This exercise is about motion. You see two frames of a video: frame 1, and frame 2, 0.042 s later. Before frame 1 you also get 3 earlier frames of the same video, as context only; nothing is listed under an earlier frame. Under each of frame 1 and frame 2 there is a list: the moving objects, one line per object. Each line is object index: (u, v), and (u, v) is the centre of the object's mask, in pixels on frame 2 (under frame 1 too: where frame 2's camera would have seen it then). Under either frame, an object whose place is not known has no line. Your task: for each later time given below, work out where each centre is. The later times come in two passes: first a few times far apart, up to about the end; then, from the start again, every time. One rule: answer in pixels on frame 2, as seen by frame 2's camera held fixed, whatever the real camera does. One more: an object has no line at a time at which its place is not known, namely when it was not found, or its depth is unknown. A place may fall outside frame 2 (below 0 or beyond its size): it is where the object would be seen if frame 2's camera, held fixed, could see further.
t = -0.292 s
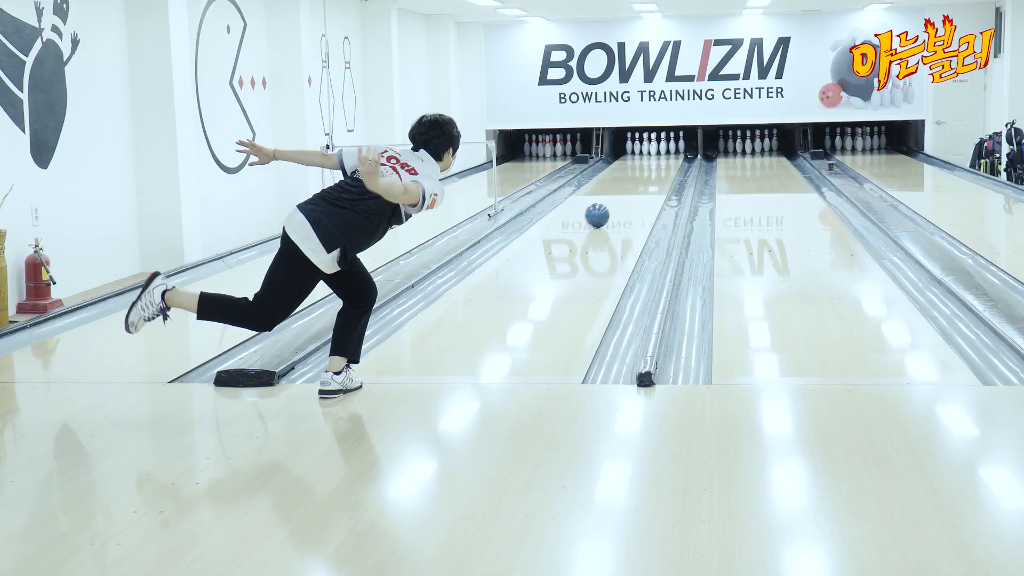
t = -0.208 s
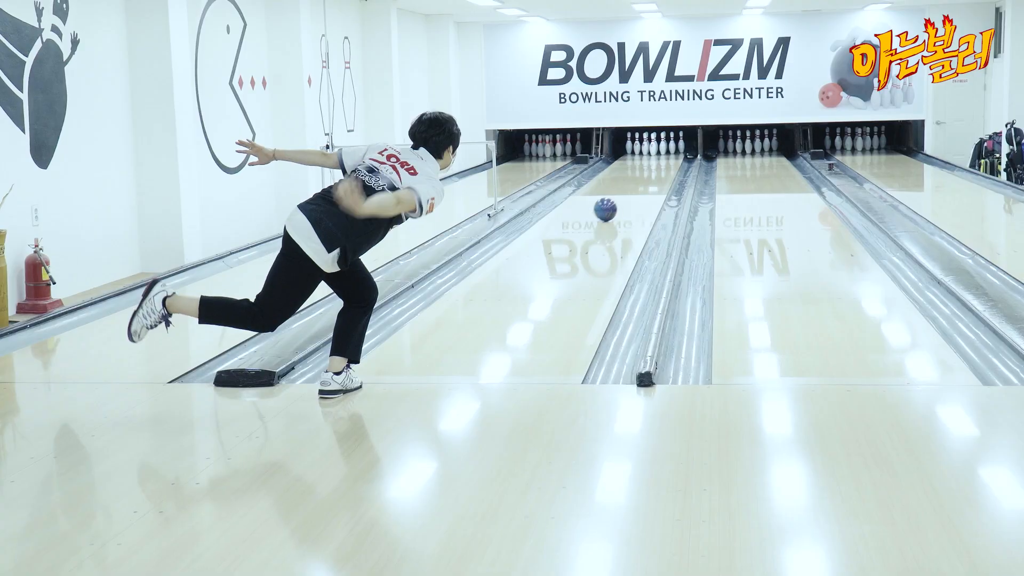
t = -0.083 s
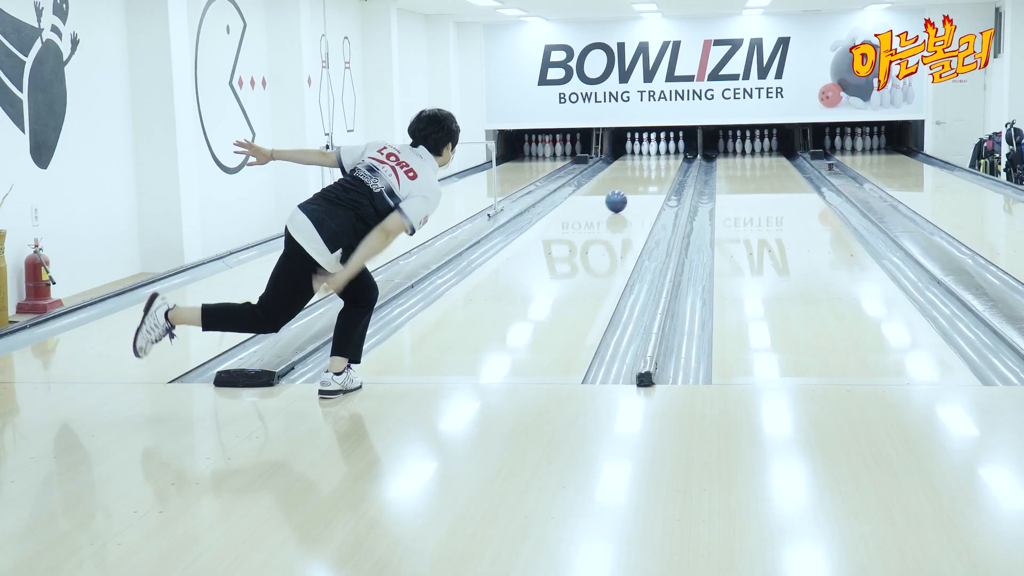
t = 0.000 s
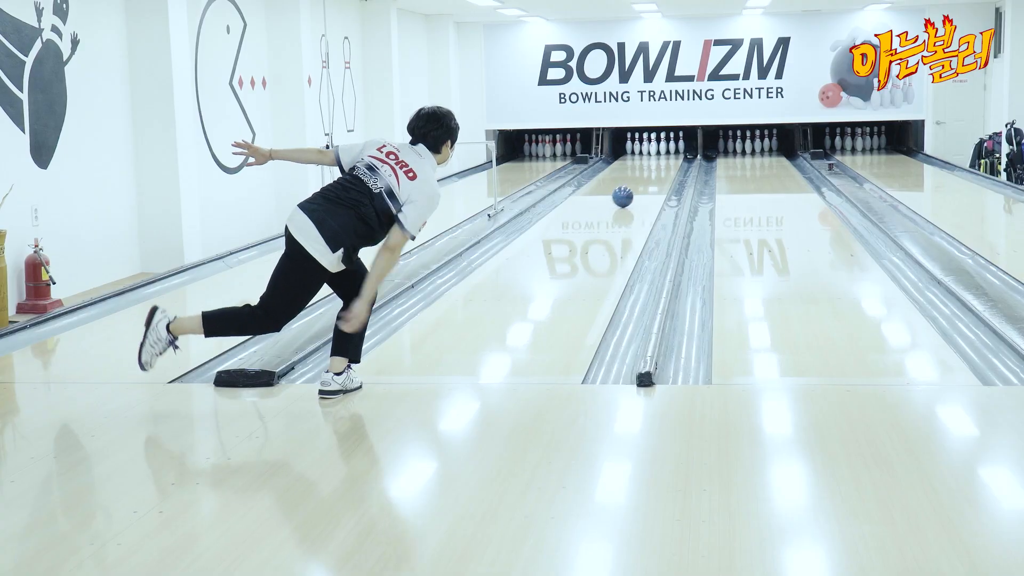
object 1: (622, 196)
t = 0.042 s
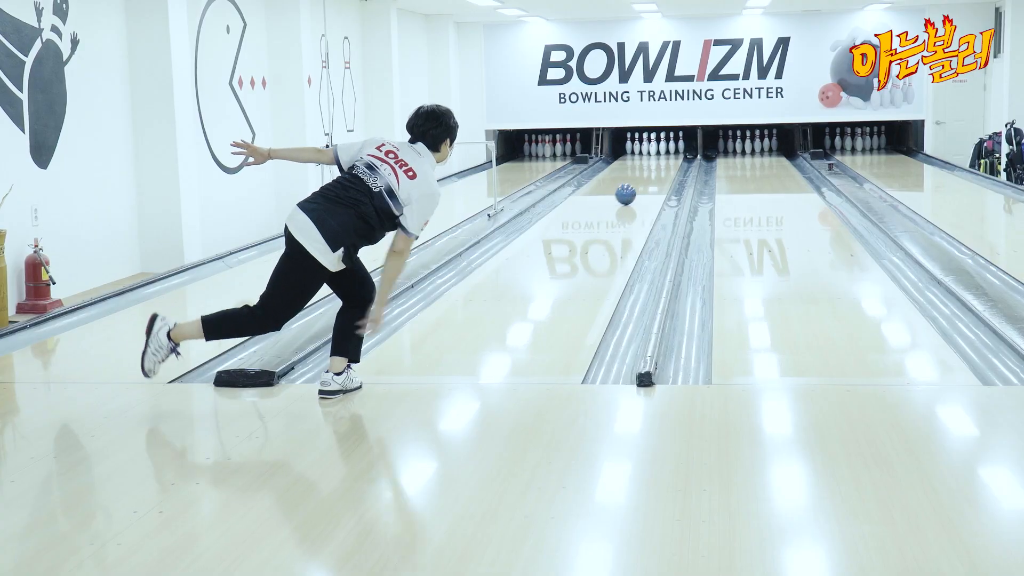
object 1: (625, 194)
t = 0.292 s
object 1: (641, 182)
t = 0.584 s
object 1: (653, 171)
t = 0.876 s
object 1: (662, 163)
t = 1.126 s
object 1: (665, 157)
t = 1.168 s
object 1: (665, 156)
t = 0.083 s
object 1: (628, 192)
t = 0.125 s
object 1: (631, 190)
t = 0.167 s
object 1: (634, 188)
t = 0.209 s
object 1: (636, 186)
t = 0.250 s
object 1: (638, 184)
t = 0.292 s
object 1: (641, 182)
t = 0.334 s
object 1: (643, 180)
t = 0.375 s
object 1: (645, 179)
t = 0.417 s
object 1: (647, 177)
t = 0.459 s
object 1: (648, 176)
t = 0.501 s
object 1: (650, 174)
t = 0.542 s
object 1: (652, 172)
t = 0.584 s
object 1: (653, 171)
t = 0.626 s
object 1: (655, 170)
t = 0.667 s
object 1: (656, 169)
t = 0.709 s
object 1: (658, 167)
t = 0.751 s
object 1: (659, 166)
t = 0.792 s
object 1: (660, 165)
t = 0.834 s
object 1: (661, 164)
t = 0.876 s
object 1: (662, 163)
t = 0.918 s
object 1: (663, 162)
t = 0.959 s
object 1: (663, 161)
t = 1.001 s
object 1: (664, 159)
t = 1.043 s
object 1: (664, 159)
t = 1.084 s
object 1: (665, 157)
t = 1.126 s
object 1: (665, 157)
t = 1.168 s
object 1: (665, 156)
